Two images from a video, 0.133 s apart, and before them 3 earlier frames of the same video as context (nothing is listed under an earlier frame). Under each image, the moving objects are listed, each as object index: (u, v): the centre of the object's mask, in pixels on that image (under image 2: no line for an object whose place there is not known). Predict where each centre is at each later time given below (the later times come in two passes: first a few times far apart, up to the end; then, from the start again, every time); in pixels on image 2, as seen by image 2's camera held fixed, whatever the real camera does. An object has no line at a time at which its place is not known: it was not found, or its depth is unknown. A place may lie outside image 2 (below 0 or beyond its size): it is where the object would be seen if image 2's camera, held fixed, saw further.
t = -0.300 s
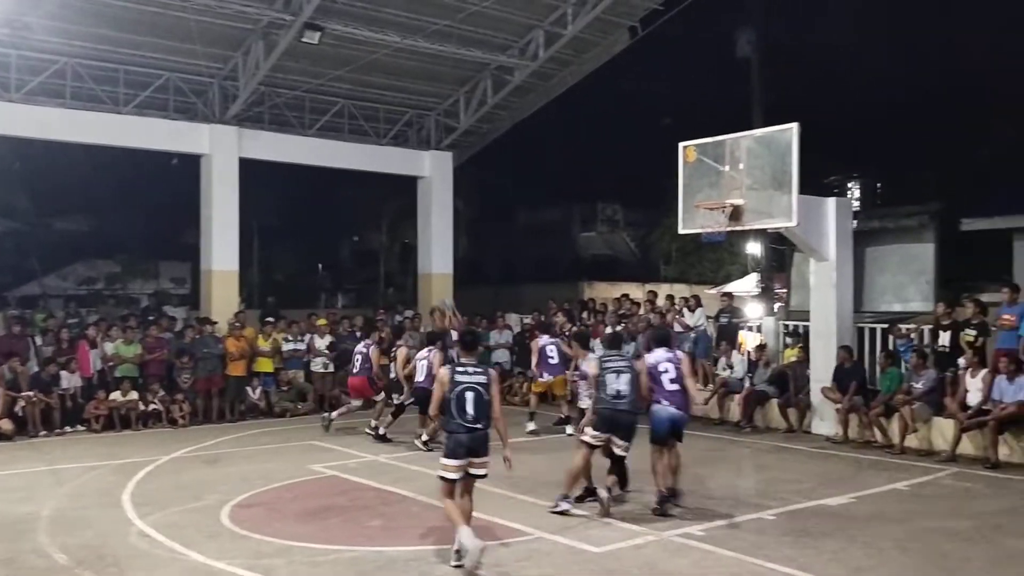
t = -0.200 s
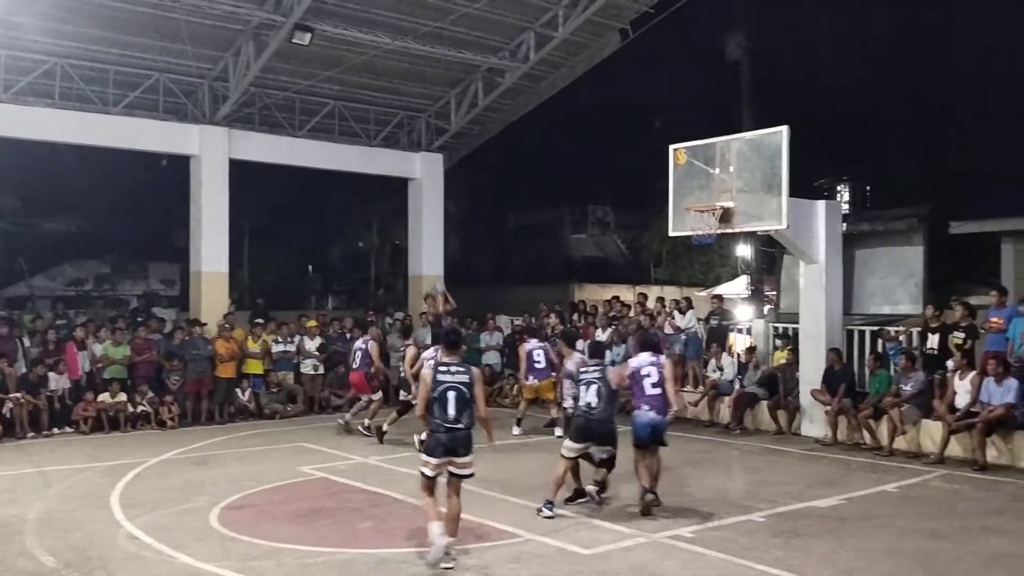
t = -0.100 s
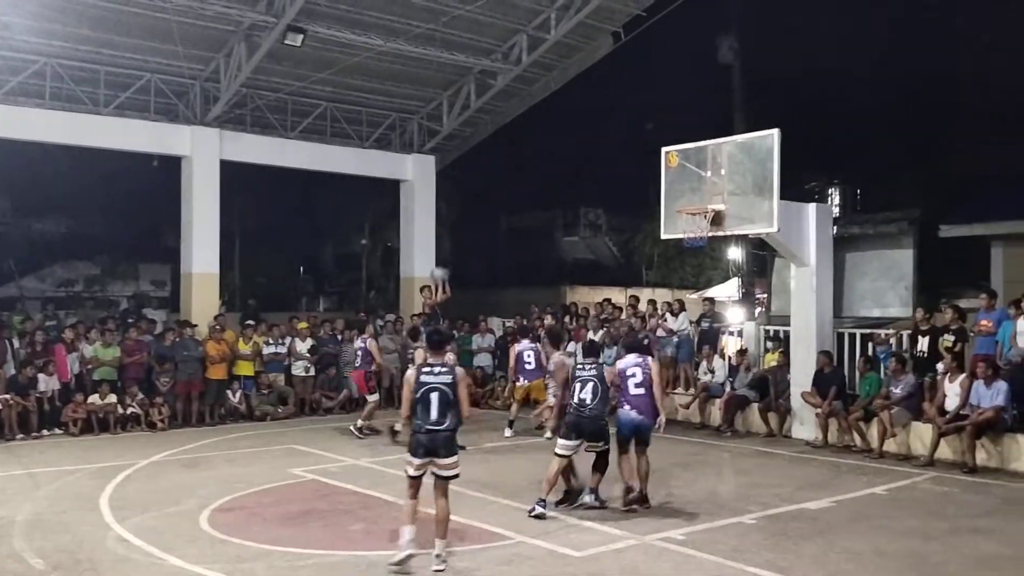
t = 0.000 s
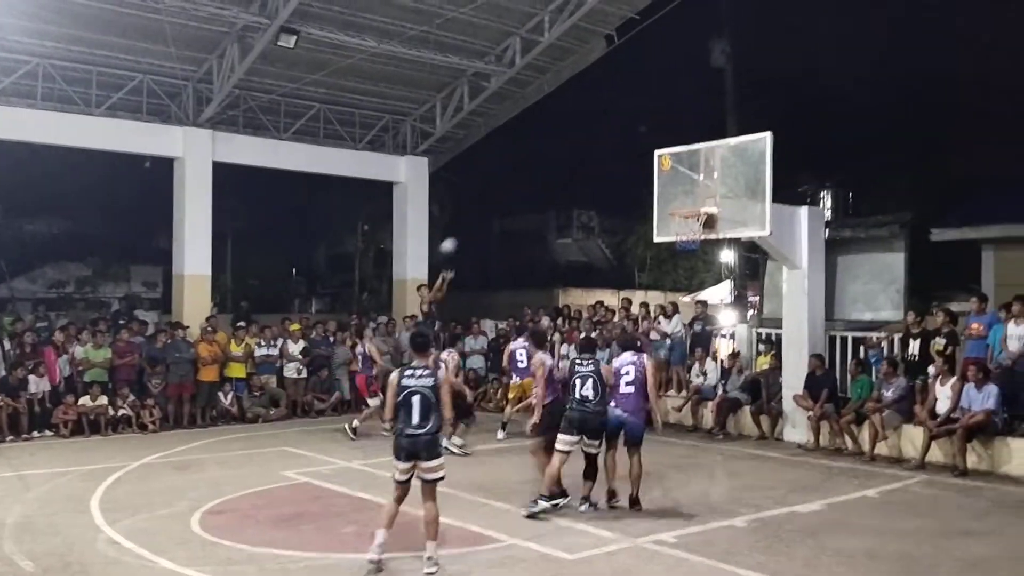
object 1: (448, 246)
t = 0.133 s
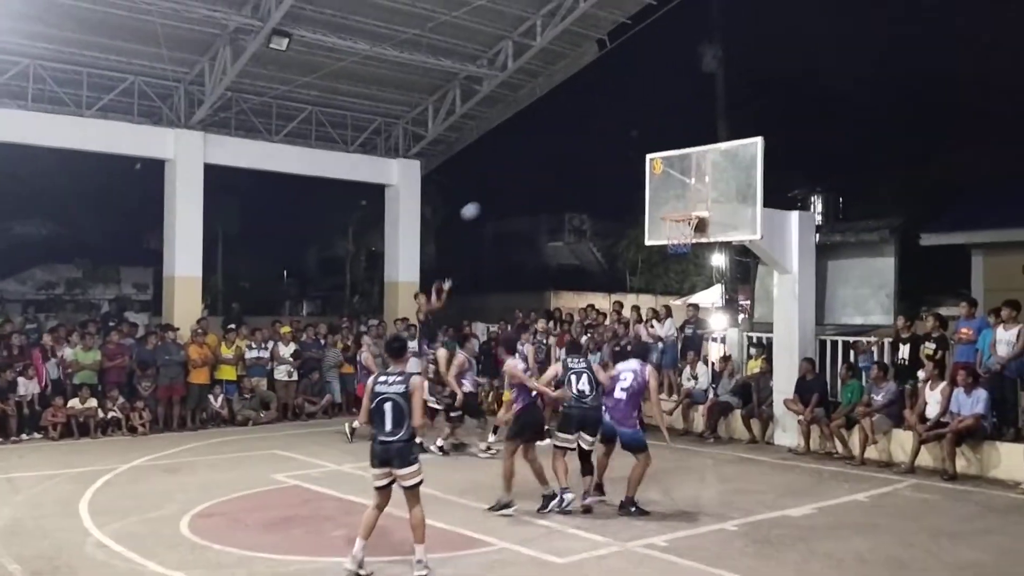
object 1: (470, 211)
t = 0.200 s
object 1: (486, 196)
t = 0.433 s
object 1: (543, 161)
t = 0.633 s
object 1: (595, 160)
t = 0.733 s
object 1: (624, 170)
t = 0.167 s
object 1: (478, 203)
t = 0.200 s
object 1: (486, 196)
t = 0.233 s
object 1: (494, 189)
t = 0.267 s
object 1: (502, 183)
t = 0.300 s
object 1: (510, 177)
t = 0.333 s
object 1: (519, 172)
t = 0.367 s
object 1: (527, 168)
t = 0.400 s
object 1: (534, 164)
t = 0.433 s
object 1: (543, 161)
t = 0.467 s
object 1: (551, 159)
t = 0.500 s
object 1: (560, 158)
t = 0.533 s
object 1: (569, 158)
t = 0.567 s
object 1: (578, 158)
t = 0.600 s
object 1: (587, 159)
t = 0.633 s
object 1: (595, 160)
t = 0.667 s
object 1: (605, 163)
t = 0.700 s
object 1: (615, 166)
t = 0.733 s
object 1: (624, 170)
